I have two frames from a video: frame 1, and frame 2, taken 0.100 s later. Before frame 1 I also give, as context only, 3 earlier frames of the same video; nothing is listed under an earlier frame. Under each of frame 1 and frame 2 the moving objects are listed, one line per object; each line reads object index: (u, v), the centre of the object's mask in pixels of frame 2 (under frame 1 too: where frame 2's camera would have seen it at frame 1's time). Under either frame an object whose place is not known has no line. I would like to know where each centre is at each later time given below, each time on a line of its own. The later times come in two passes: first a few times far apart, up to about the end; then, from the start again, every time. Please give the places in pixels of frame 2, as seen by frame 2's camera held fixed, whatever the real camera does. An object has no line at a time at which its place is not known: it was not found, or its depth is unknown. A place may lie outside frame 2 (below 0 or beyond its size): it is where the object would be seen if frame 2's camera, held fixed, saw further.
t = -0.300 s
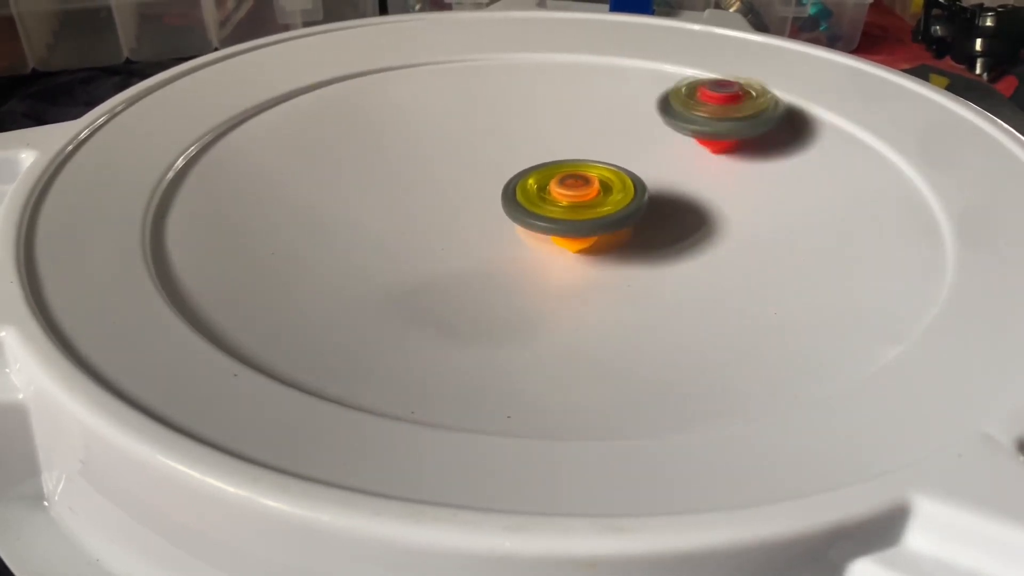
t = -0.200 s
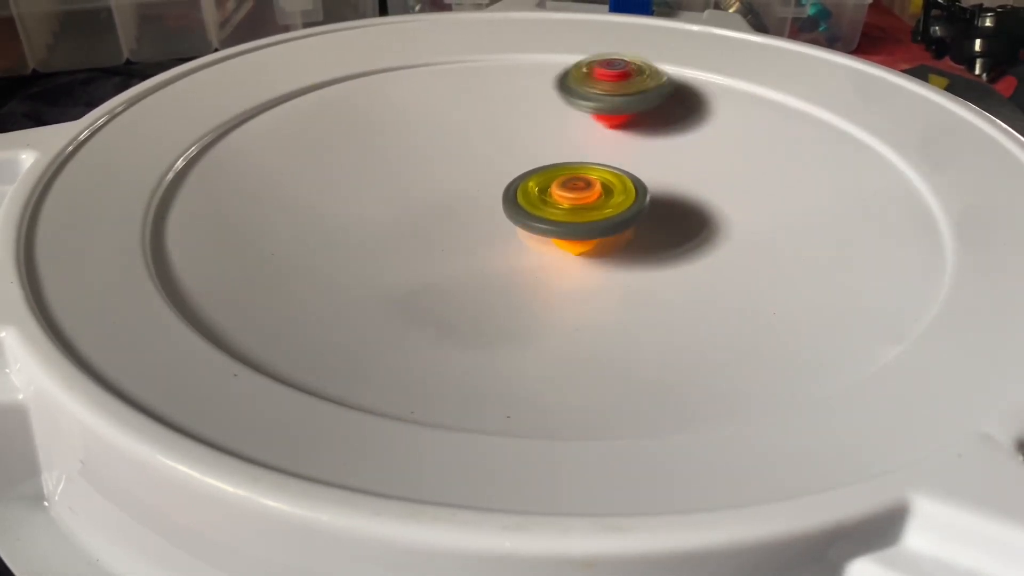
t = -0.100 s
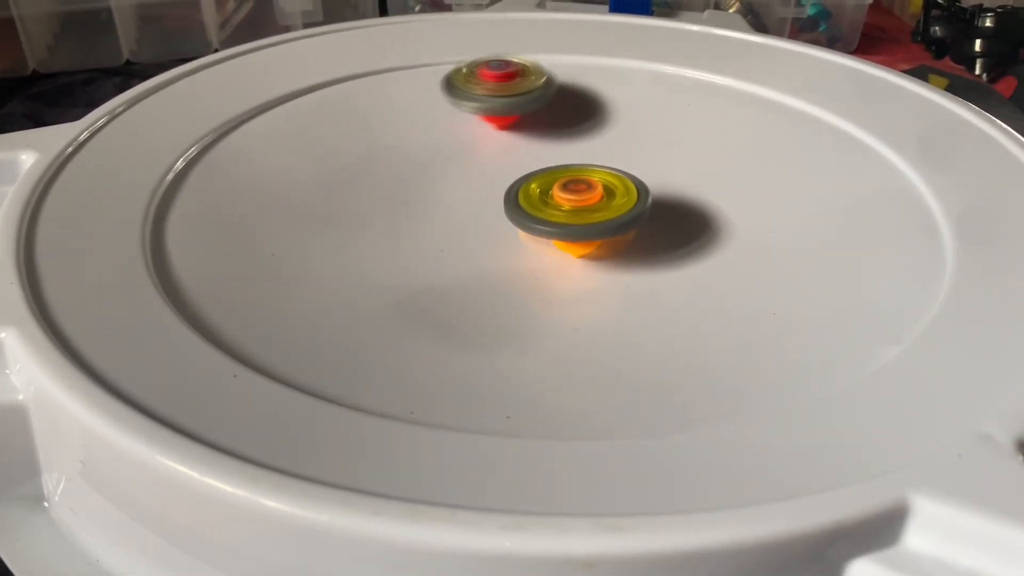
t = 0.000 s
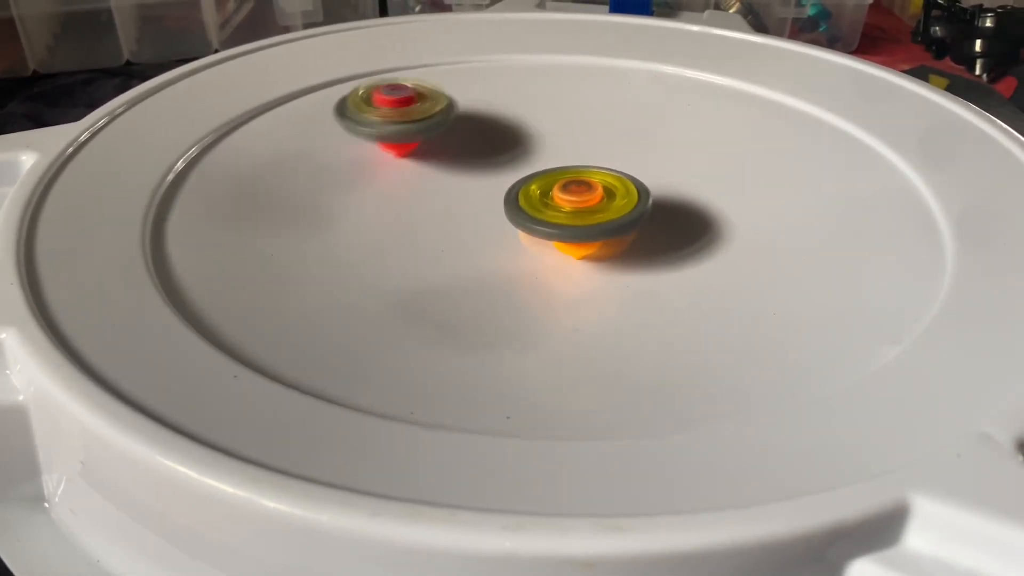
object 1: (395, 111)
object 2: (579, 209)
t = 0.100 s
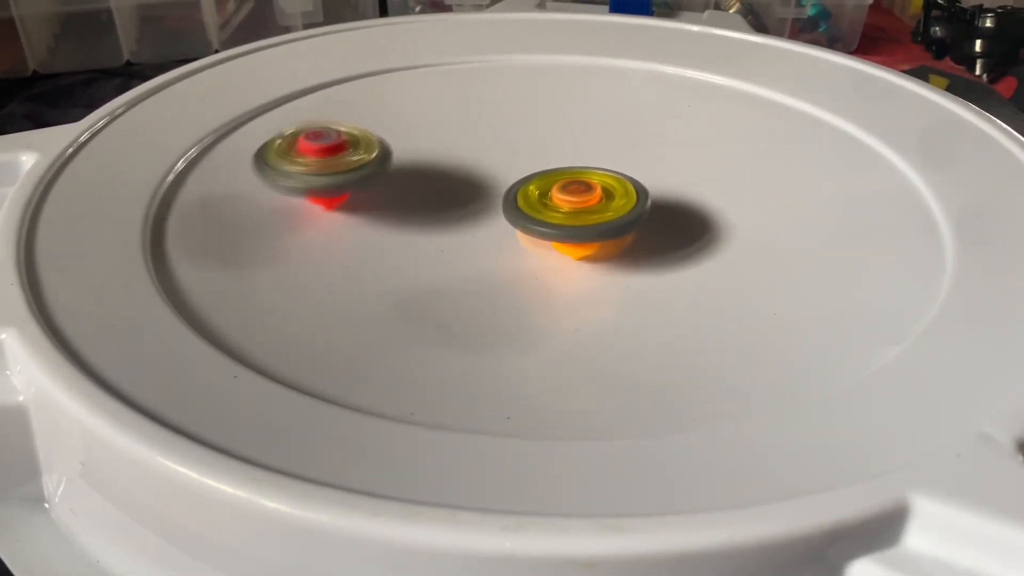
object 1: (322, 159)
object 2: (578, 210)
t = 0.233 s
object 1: (332, 249)
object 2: (574, 210)
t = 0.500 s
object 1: (749, 296)
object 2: (560, 211)
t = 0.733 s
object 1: (778, 147)
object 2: (545, 211)
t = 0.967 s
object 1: (527, 94)
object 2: (533, 212)
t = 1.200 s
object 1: (305, 160)
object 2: (527, 210)
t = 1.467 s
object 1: (476, 314)
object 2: (526, 207)
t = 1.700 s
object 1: (794, 234)
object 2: (528, 202)
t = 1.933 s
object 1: (669, 108)
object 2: (528, 195)
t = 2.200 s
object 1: (385, 102)
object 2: (529, 189)
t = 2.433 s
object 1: (303, 227)
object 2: (530, 184)
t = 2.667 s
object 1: (640, 304)
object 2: (532, 186)
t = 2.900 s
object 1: (793, 170)
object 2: (536, 190)
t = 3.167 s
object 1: (563, 81)
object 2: (549, 192)
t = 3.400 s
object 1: (343, 134)
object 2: (558, 195)
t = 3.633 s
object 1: (398, 279)
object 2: (562, 197)
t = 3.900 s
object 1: (789, 256)
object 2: (561, 201)
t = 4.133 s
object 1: (732, 125)
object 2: (560, 206)
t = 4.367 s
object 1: (487, 99)
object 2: (558, 208)
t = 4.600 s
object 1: (311, 183)
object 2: (553, 208)
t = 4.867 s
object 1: (548, 313)
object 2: (542, 207)
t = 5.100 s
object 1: (788, 214)
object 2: (535, 207)
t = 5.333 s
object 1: (633, 109)
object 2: (531, 205)
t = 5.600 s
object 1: (366, 119)
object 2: (528, 201)
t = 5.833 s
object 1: (330, 245)
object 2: (526, 197)
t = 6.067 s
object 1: (666, 292)
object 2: (526, 195)
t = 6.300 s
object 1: (757, 159)
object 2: (530, 193)
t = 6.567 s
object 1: (525, 88)
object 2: (538, 189)
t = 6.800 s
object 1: (333, 152)
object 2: (543, 187)
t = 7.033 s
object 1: (441, 283)
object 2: (541, 187)
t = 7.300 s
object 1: (782, 234)
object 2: (544, 195)
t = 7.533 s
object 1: (692, 120)
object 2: (556, 203)
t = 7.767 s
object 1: (458, 110)
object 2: (570, 206)
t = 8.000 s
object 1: (331, 207)
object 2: (574, 205)
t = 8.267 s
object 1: (612, 306)
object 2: (565, 202)
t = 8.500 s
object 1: (778, 194)
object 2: (546, 204)
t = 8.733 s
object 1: (469, 108)
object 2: (534, 209)
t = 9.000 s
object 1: (606, 297)
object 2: (544, 204)
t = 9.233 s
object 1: (598, 104)
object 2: (534, 192)
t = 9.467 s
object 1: (375, 242)
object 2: (531, 191)
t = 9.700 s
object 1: (757, 168)
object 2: (549, 199)
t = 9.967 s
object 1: (354, 184)
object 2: (570, 201)
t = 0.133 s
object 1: (310, 179)
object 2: (577, 210)
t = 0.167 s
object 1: (307, 201)
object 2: (576, 210)
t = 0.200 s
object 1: (315, 224)
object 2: (575, 210)
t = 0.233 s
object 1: (332, 249)
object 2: (574, 210)
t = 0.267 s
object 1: (362, 271)
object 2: (573, 210)
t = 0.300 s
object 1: (402, 291)
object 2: (572, 210)
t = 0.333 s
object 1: (452, 306)
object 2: (570, 209)
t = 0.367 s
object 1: (509, 316)
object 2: (569, 209)
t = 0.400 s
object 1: (572, 321)
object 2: (567, 210)
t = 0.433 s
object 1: (635, 319)
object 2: (565, 210)
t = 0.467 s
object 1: (695, 310)
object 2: (563, 210)
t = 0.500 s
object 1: (749, 296)
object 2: (560, 211)
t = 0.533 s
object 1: (786, 276)
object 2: (557, 211)
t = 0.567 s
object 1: (812, 255)
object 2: (555, 211)
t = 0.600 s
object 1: (826, 232)
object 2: (554, 210)
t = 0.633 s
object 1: (826, 207)
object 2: (552, 210)
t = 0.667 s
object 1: (817, 185)
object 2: (549, 211)
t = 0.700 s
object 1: (801, 166)
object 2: (547, 211)
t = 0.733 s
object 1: (778, 147)
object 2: (545, 211)
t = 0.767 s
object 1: (748, 132)
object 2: (544, 210)
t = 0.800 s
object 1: (715, 120)
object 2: (542, 211)
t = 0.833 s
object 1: (680, 110)
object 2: (540, 211)
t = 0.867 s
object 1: (643, 102)
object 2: (537, 211)
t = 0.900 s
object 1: (605, 97)
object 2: (536, 212)
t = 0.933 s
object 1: (566, 94)
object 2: (535, 212)
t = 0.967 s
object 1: (527, 94)
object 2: (533, 212)
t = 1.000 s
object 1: (489, 95)
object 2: (532, 211)
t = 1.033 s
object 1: (452, 100)
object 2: (531, 211)
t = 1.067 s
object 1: (416, 107)
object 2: (530, 211)
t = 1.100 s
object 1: (383, 116)
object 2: (529, 211)
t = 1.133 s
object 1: (354, 127)
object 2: (528, 211)
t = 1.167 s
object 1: (326, 142)
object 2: (528, 211)
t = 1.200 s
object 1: (305, 160)
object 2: (527, 210)
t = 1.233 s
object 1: (292, 178)
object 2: (527, 209)
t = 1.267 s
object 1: (287, 199)
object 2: (526, 209)
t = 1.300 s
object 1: (291, 222)
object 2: (527, 208)
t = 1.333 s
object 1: (307, 247)
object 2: (527, 208)
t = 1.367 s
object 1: (334, 268)
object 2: (526, 209)
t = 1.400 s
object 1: (373, 288)
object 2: (526, 208)
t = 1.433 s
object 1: (421, 303)
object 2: (525, 207)
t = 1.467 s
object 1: (476, 314)
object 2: (526, 207)
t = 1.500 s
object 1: (539, 319)
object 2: (526, 206)
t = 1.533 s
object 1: (604, 318)
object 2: (527, 206)
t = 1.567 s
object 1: (659, 311)
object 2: (527, 205)
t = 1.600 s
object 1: (711, 296)
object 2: (527, 204)
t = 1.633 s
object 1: (752, 278)
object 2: (527, 203)
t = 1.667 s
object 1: (778, 257)
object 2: (527, 202)
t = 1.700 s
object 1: (794, 234)
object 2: (528, 202)
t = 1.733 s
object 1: (797, 211)
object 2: (528, 201)
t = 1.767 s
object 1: (791, 189)
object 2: (528, 200)
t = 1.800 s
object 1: (778, 169)
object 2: (527, 199)
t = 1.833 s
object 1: (757, 149)
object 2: (527, 197)
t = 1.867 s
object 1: (731, 134)
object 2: (528, 197)
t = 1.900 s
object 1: (701, 120)
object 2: (528, 196)
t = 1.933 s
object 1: (669, 108)
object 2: (528, 195)
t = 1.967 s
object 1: (635, 99)
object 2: (528, 195)
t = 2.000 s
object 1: (600, 92)
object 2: (527, 193)
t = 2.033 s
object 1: (563, 88)
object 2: (527, 192)
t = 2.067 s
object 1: (527, 86)
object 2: (528, 191)
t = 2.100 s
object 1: (490, 86)
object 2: (528, 190)
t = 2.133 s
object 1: (454, 89)
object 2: (528, 190)
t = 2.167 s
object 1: (419, 95)
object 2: (529, 189)
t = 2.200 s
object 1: (385, 102)
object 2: (529, 189)
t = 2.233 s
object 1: (356, 112)
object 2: (530, 188)
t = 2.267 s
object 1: (329, 127)
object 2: (530, 186)
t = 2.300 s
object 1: (308, 143)
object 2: (530, 186)
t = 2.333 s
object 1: (292, 161)
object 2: (531, 185)
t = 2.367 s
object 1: (286, 182)
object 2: (529, 185)
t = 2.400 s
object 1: (289, 203)
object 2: (531, 184)
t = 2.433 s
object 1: (303, 227)
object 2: (530, 184)
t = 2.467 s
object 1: (328, 251)
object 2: (530, 184)
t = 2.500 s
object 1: (362, 270)
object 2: (531, 183)
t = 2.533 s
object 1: (409, 287)
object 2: (531, 183)
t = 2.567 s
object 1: (460, 300)
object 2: (532, 184)
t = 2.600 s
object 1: (520, 307)
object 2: (532, 185)
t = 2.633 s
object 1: (581, 309)
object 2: (532, 186)
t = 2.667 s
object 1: (640, 304)
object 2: (532, 186)
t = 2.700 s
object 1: (696, 293)
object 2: (532, 187)
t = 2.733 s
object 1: (737, 276)
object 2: (532, 187)
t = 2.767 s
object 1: (771, 256)
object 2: (532, 187)
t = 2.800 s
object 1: (790, 233)
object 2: (533, 188)
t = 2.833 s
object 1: (801, 212)
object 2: (534, 189)
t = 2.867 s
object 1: (800, 189)
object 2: (535, 189)
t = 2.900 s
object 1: (793, 170)
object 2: (536, 190)
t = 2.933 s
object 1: (777, 149)
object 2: (538, 190)
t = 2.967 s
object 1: (755, 132)
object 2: (539, 190)
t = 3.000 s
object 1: (729, 118)
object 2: (541, 190)
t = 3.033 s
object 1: (699, 106)
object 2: (543, 191)
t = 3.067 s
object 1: (666, 97)
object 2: (545, 191)
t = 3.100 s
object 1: (633, 88)
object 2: (547, 192)
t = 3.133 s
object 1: (598, 83)
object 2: (548, 192)
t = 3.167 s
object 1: (563, 81)
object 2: (549, 192)
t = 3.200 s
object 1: (526, 81)
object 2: (551, 193)
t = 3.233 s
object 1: (491, 84)
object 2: (553, 193)
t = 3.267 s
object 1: (457, 89)
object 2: (555, 193)
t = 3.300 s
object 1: (424, 96)
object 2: (556, 194)
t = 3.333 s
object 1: (394, 106)
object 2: (557, 194)
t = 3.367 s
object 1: (366, 119)
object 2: (558, 194)
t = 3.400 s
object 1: (343, 134)
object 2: (558, 195)
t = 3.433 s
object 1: (326, 152)
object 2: (559, 195)
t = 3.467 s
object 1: (313, 172)
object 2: (559, 195)
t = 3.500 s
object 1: (310, 191)
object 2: (560, 195)
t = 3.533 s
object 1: (317, 214)
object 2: (561, 196)
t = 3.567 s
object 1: (334, 238)
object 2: (562, 197)
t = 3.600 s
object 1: (361, 259)
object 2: (562, 197)
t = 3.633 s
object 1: (398, 279)
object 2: (562, 197)
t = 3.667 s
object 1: (442, 293)
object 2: (562, 198)
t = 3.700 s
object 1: (495, 304)
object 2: (562, 198)
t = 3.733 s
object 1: (551, 310)
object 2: (562, 200)
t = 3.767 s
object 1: (613, 309)
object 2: (562, 200)
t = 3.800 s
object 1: (665, 303)
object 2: (562, 200)
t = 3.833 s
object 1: (719, 292)
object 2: (562, 201)
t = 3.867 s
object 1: (758, 277)
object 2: (561, 201)
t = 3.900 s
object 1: (789, 256)
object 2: (561, 201)
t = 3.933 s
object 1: (805, 236)
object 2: (560, 202)
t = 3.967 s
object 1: (813, 214)
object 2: (560, 202)
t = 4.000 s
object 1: (810, 193)
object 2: (561, 203)
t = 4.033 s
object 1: (802, 173)
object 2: (561, 204)
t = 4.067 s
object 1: (784, 156)
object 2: (561, 204)
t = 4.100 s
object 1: (761, 139)
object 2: (561, 206)
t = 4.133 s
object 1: (732, 125)
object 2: (560, 206)
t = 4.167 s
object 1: (701, 115)
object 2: (560, 207)
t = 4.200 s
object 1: (666, 106)
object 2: (559, 207)
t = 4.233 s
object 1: (631, 100)
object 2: (560, 207)
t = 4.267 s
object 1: (596, 96)
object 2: (559, 208)
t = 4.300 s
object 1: (559, 94)
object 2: (558, 208)
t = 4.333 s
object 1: (522, 95)
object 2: (558, 207)
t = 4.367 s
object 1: (487, 99)
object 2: (558, 208)
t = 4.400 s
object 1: (453, 104)
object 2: (556, 208)
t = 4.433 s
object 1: (420, 112)
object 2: (556, 208)
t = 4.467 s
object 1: (389, 121)
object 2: (557, 208)
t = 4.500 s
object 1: (363, 134)
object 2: (556, 208)
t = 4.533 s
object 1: (340, 148)
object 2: (556, 207)
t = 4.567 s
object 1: (322, 164)
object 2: (555, 207)
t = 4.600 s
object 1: (311, 183)
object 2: (553, 208)
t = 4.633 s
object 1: (310, 204)
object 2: (550, 208)
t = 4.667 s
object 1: (316, 224)
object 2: (551, 206)
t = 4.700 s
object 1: (333, 247)
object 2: (550, 206)
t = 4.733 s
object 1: (358, 267)
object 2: (548, 207)
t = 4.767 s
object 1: (394, 286)
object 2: (547, 206)
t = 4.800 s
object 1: (440, 299)
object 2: (547, 206)
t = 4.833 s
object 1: (490, 309)
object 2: (544, 208)
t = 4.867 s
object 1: (548, 313)
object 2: (542, 207)
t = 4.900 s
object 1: (604, 313)
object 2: (541, 207)
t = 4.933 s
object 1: (657, 305)
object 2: (539, 207)
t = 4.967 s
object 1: (706, 295)
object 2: (538, 207)
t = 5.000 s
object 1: (744, 277)
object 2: (537, 207)
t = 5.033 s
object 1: (771, 258)
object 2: (536, 207)
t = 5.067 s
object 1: (783, 235)
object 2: (536, 207)
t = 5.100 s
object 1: (788, 214)
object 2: (535, 207)
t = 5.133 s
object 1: (782, 193)
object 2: (534, 206)
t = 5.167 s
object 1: (771, 173)
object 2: (534, 206)
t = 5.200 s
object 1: (750, 156)
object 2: (533, 206)
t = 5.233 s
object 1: (726, 141)
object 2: (532, 205)
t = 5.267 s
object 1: (697, 128)
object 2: (532, 205)
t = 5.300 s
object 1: (666, 117)
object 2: (532, 205)
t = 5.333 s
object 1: (633, 109)
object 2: (531, 205)
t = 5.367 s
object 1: (600, 102)
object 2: (532, 203)
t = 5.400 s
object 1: (565, 98)
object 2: (531, 202)
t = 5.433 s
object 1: (528, 96)
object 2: (529, 204)
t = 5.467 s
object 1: (494, 96)
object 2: (528, 203)
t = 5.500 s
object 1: (460, 98)
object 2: (528, 202)
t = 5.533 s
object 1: (427, 103)
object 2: (527, 202)
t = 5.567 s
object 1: (395, 111)
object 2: (528, 201)
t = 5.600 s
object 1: (366, 119)
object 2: (528, 201)
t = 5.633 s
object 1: (340, 132)
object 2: (528, 200)
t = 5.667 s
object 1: (319, 146)
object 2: (526, 200)
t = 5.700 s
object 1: (304, 164)
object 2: (527, 199)
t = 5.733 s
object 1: (298, 181)
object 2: (525, 199)
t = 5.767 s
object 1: (298, 202)
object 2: (525, 199)
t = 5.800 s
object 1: (309, 224)
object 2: (525, 198)
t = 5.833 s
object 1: (330, 245)
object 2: (526, 197)
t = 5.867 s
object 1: (360, 265)
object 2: (526, 196)
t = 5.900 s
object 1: (401, 282)
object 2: (525, 196)
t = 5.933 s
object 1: (448, 294)
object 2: (525, 196)
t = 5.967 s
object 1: (503, 302)
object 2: (525, 196)
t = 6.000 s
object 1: (558, 303)
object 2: (526, 196)
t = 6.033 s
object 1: (614, 301)
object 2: (526, 196)
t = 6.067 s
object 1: (666, 292)
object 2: (526, 195)
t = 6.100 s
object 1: (707, 278)
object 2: (527, 195)
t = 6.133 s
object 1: (741, 259)
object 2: (527, 194)
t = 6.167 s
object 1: (762, 240)
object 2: (528, 194)
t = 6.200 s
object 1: (772, 218)
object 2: (529, 194)
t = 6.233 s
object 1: (775, 198)
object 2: (530, 194)
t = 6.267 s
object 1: (770, 178)
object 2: (530, 194)
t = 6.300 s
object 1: (757, 159)
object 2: (530, 193)
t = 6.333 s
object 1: (739, 144)
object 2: (531, 193)
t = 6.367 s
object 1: (714, 129)
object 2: (531, 192)
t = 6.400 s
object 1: (687, 116)
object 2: (534, 191)
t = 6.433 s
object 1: (658, 107)
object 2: (535, 190)
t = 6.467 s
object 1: (627, 98)
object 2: (536, 190)
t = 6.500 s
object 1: (594, 92)
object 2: (537, 189)
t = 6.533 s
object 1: (560, 90)
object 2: (538, 189)
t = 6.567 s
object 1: (525, 88)
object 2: (538, 189)
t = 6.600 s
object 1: (491, 90)
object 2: (539, 188)
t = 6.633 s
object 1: (458, 94)
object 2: (540, 188)
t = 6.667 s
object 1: (428, 101)
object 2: (541, 188)
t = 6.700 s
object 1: (398, 111)
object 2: (542, 188)
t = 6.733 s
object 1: (372, 122)
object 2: (543, 187)
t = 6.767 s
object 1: (350, 135)
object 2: (544, 187)
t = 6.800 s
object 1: (333, 152)
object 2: (543, 187)
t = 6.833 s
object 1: (323, 170)
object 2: (543, 187)
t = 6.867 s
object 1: (322, 190)
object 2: (542, 187)
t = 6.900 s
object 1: (328, 209)
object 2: (542, 188)
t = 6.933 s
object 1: (343, 231)
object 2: (542, 187)
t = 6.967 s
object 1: (368, 252)
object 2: (542, 187)
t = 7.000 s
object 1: (402, 268)
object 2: (542, 187)
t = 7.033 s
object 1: (441, 283)
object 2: (541, 187)
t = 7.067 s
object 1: (490, 294)
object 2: (541, 188)
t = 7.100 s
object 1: (542, 299)
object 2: (541, 189)
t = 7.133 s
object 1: (595, 301)
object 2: (540, 190)
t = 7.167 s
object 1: (647, 296)
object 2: (540, 191)
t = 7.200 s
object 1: (696, 285)
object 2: (540, 191)
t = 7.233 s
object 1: (733, 272)
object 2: (540, 193)
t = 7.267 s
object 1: (762, 253)
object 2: (542, 194)
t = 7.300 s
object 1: (782, 234)
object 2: (544, 195)
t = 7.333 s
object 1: (790, 214)
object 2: (545, 197)
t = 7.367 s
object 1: (790, 194)
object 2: (547, 197)
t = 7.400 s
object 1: (783, 175)
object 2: (547, 200)
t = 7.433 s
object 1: (768, 159)
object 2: (550, 200)
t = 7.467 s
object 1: (747, 143)
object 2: (552, 201)
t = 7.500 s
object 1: (721, 129)
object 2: (553, 202)
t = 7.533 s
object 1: (692, 120)
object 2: (556, 203)
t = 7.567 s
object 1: (661, 111)
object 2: (558, 204)
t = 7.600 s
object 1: (628, 105)
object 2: (560, 204)
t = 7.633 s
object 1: (593, 101)
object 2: (563, 205)
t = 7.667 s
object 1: (558, 100)
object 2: (565, 205)
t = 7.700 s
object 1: (524, 101)
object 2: (567, 205)
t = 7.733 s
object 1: (491, 104)
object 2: (569, 206)
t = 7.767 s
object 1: (458, 110)
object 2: (570, 206)
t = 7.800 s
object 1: (427, 118)
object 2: (571, 206)
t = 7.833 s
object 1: (400, 128)
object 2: (573, 206)
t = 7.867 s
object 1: (375, 140)
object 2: (574, 206)
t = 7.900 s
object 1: (354, 154)
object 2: (574, 206)
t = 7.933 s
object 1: (339, 171)
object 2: (575, 205)
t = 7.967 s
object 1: (331, 188)
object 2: (575, 204)
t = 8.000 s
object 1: (331, 207)
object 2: (574, 205)
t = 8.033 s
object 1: (340, 227)
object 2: (575, 204)
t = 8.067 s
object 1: (357, 248)
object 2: (576, 203)
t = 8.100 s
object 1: (382, 266)
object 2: (574, 203)
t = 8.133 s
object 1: (417, 282)
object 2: (573, 203)
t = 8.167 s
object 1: (458, 295)
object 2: (572, 202)
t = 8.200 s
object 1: (507, 304)
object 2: (570, 203)
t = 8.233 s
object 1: (560, 308)
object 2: (568, 202)
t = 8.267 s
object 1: (612, 306)
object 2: (565, 202)
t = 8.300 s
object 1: (661, 299)
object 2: (564, 201)
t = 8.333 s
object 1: (705, 288)
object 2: (562, 201)
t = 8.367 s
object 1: (742, 272)
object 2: (558, 202)
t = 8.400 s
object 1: (766, 255)
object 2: (555, 202)
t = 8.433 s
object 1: (778, 234)
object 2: (554, 202)
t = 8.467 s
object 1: (781, 214)
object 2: (549, 203)
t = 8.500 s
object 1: (778, 194)
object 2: (546, 204)
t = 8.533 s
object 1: (767, 177)
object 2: (544, 203)
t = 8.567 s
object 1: (748, 161)
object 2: (542, 204)
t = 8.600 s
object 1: (724, 146)
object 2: (540, 204)
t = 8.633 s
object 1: (668, 124)
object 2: (538, 205)
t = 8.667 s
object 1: (603, 110)
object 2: (535, 207)
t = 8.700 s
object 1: (536, 106)
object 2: (533, 209)
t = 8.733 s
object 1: (469, 108)
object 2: (534, 209)
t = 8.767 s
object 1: (408, 120)
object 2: (534, 210)
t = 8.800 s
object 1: (358, 140)
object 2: (537, 210)
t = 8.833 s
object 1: (323, 170)
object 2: (538, 211)
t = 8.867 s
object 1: (318, 205)
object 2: (539, 211)
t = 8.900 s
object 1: (346, 245)
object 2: (543, 209)
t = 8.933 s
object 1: (411, 278)
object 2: (543, 208)
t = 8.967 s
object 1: (502, 298)
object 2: (543, 206)
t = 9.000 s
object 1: (606, 297)
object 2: (544, 204)
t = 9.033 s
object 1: (692, 279)
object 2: (545, 202)
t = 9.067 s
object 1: (744, 244)
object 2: (542, 201)
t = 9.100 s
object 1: (761, 205)
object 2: (541, 198)
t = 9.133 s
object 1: (747, 170)
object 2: (539, 196)
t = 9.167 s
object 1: (709, 139)
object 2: (537, 194)
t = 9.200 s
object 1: (658, 118)
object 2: (536, 193)
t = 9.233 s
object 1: (598, 104)
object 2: (534, 192)
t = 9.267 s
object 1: (535, 98)
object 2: (532, 191)
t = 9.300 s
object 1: (472, 103)
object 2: (530, 191)
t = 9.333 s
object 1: (414, 116)
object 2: (530, 191)
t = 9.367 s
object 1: (368, 138)
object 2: (531, 190)
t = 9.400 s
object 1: (342, 170)
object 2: (530, 191)
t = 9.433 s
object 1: (342, 205)
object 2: (530, 192)
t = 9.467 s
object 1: (375, 242)
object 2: (531, 191)
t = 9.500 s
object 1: (440, 274)
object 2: (532, 191)
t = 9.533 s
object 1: (528, 291)
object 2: (533, 193)
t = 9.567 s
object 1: (622, 289)
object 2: (536, 195)
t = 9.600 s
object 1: (705, 271)
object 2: (539, 195)
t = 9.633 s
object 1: (756, 238)
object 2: (542, 197)
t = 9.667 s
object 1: (771, 202)
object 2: (545, 198)
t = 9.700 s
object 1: (757, 168)
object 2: (549, 199)
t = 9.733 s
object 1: (717, 140)
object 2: (553, 199)
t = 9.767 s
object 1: (666, 120)
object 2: (557, 200)
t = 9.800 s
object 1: (604, 109)
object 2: (561, 200)
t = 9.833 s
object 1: (539, 108)
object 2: (564, 200)
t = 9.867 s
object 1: (478, 114)
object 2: (566, 201)
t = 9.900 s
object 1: (422, 129)
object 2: (567, 202)
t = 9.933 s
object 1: (379, 153)
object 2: (569, 202)
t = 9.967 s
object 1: (354, 184)
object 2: (570, 201)
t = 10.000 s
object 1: (356, 218)
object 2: (569, 201)
